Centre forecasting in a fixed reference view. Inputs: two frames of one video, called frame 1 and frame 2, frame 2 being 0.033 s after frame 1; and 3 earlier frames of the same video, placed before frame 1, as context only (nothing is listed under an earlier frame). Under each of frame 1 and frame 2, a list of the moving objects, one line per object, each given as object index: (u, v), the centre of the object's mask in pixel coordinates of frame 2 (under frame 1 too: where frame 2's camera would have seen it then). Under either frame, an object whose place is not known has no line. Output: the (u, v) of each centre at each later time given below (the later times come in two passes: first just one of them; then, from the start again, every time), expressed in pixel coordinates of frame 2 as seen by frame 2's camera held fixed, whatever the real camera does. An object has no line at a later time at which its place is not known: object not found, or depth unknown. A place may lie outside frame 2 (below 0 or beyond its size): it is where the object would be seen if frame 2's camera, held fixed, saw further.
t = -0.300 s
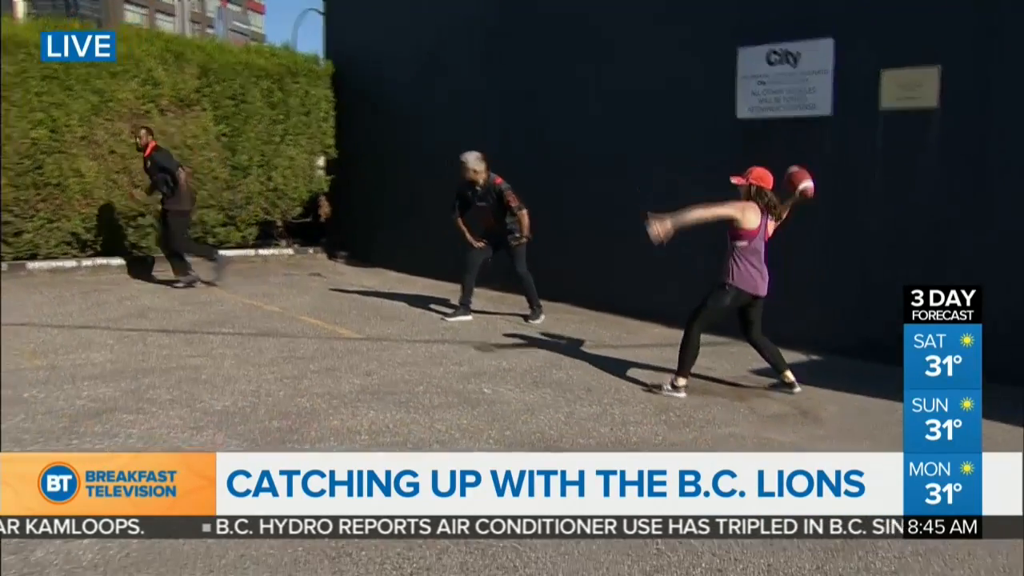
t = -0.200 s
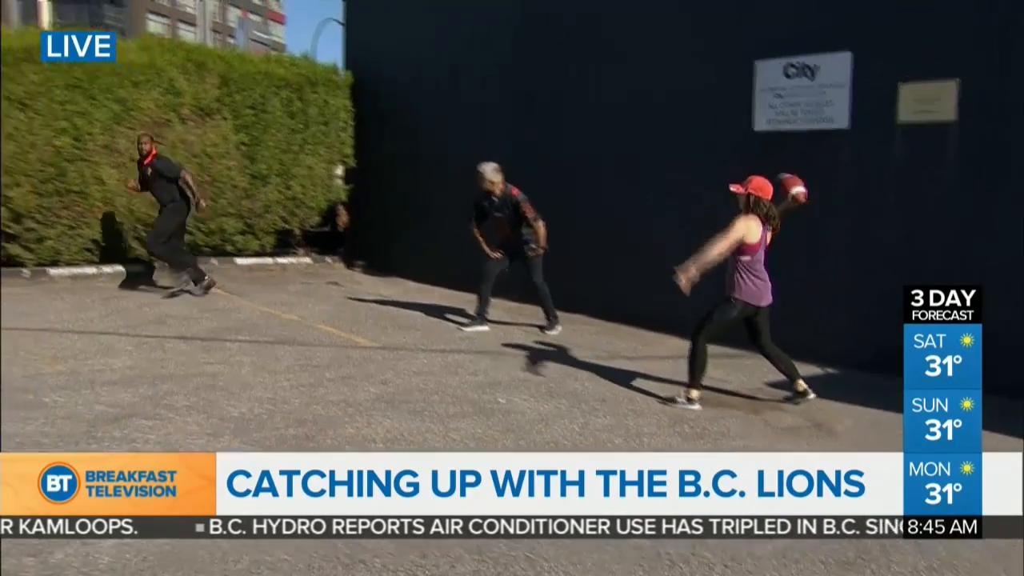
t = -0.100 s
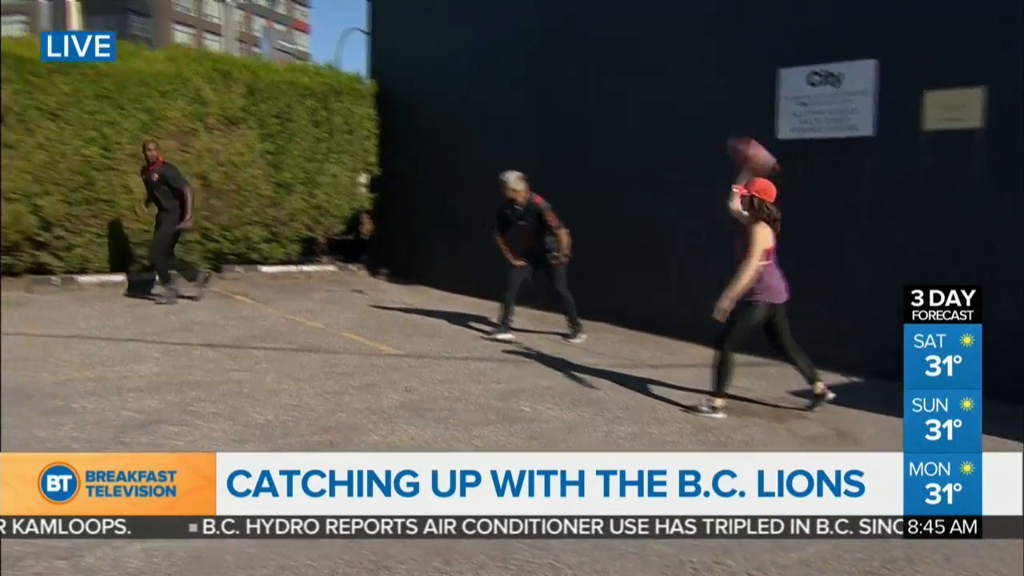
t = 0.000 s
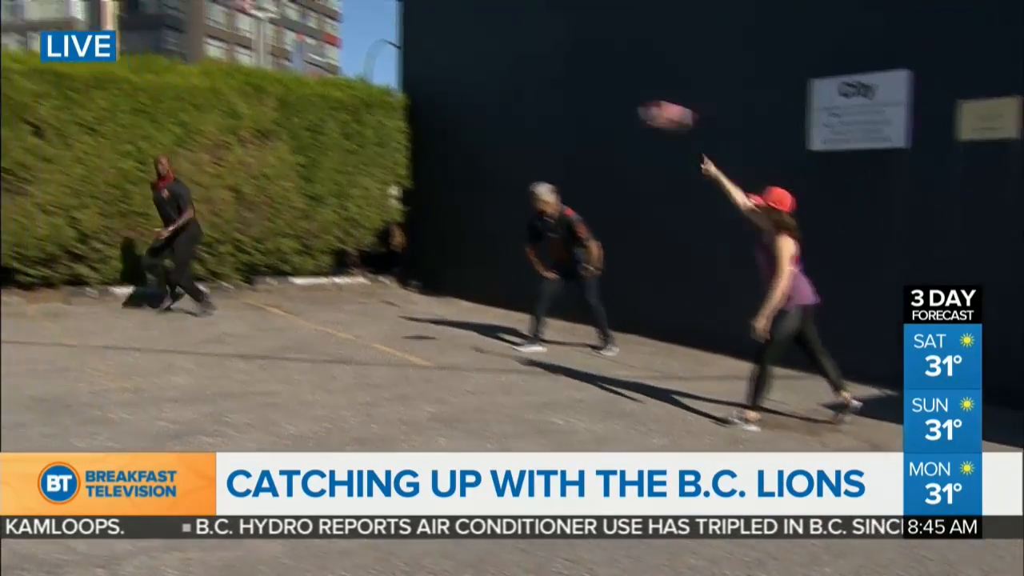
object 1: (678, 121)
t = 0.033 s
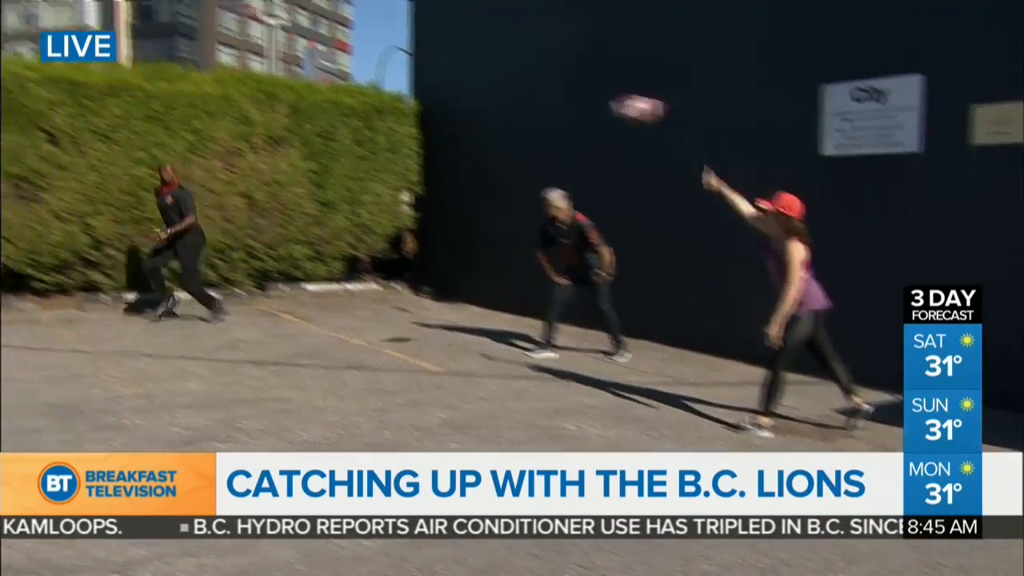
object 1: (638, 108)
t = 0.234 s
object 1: (410, 73)
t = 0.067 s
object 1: (598, 97)
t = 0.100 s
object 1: (559, 89)
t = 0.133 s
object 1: (520, 82)
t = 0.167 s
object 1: (483, 77)
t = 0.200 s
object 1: (446, 74)
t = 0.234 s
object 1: (410, 73)
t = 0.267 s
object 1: (376, 73)
